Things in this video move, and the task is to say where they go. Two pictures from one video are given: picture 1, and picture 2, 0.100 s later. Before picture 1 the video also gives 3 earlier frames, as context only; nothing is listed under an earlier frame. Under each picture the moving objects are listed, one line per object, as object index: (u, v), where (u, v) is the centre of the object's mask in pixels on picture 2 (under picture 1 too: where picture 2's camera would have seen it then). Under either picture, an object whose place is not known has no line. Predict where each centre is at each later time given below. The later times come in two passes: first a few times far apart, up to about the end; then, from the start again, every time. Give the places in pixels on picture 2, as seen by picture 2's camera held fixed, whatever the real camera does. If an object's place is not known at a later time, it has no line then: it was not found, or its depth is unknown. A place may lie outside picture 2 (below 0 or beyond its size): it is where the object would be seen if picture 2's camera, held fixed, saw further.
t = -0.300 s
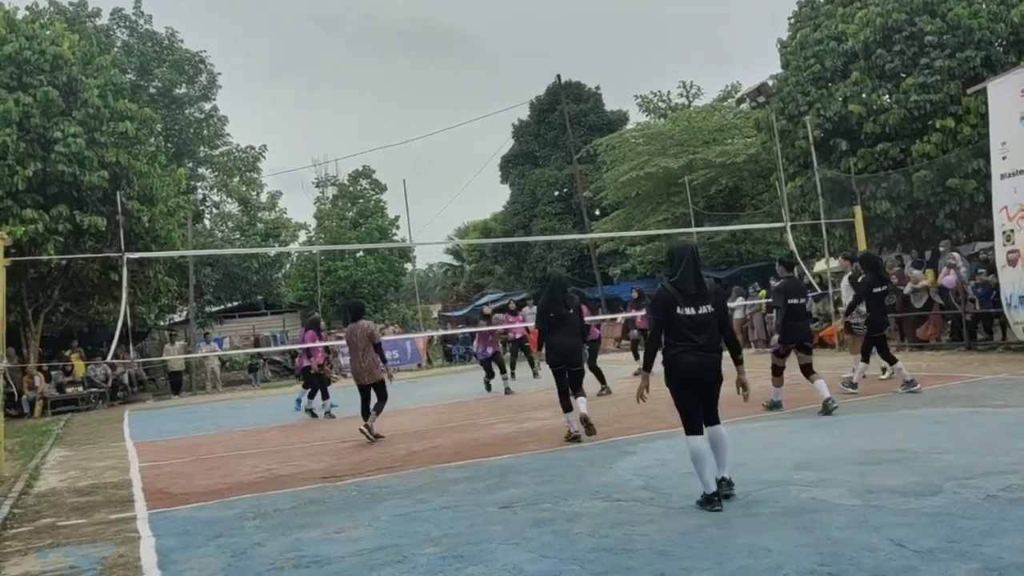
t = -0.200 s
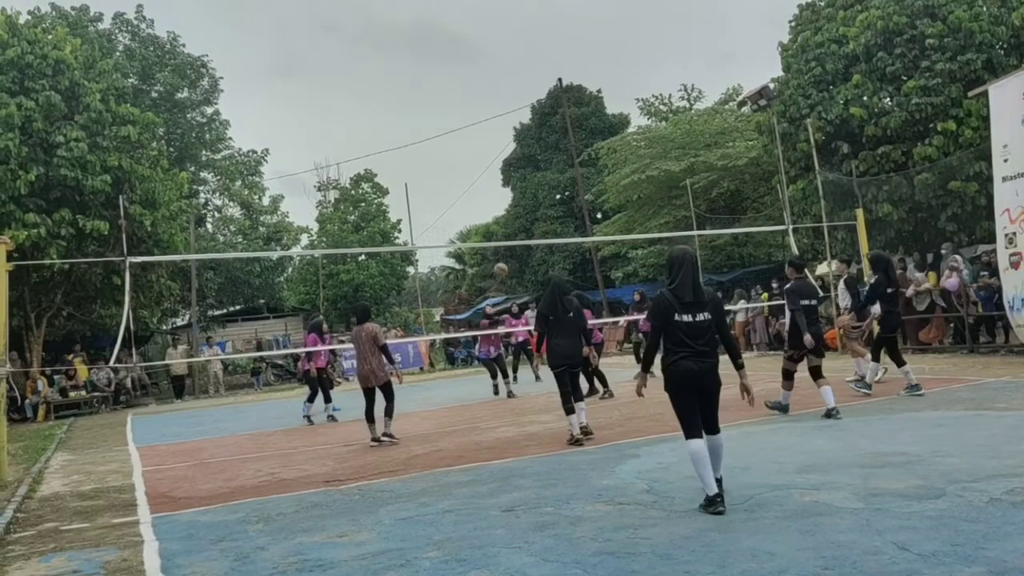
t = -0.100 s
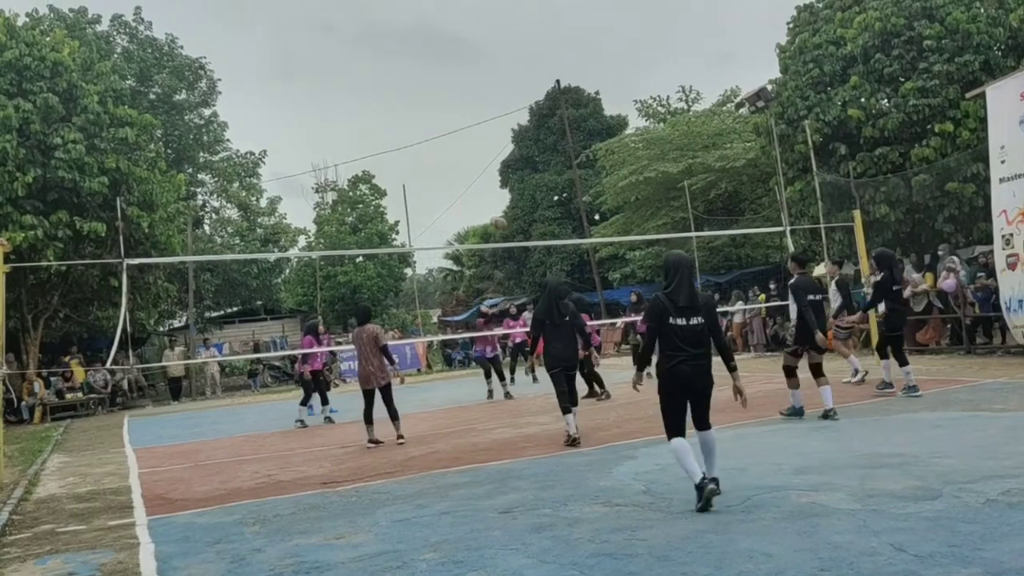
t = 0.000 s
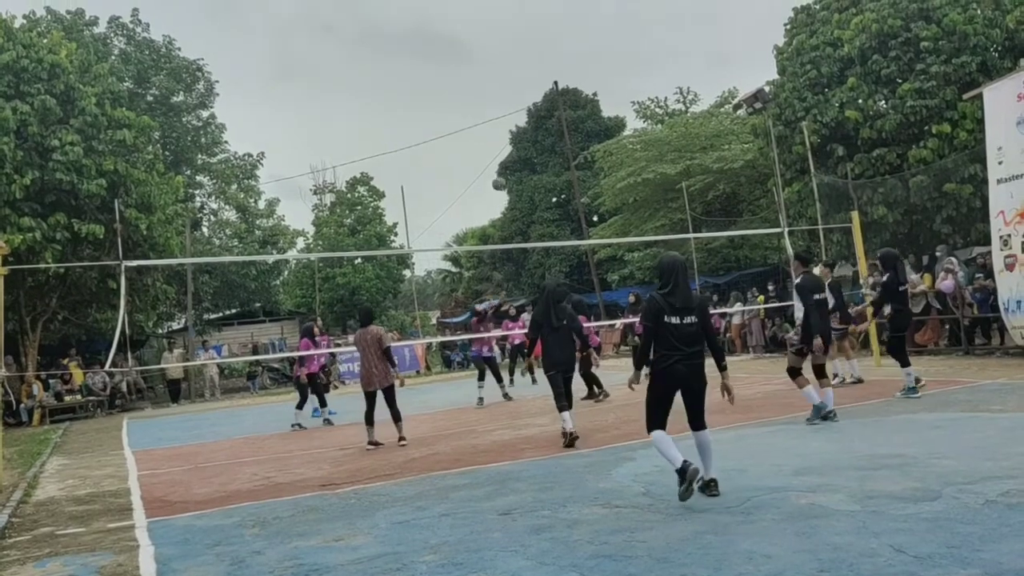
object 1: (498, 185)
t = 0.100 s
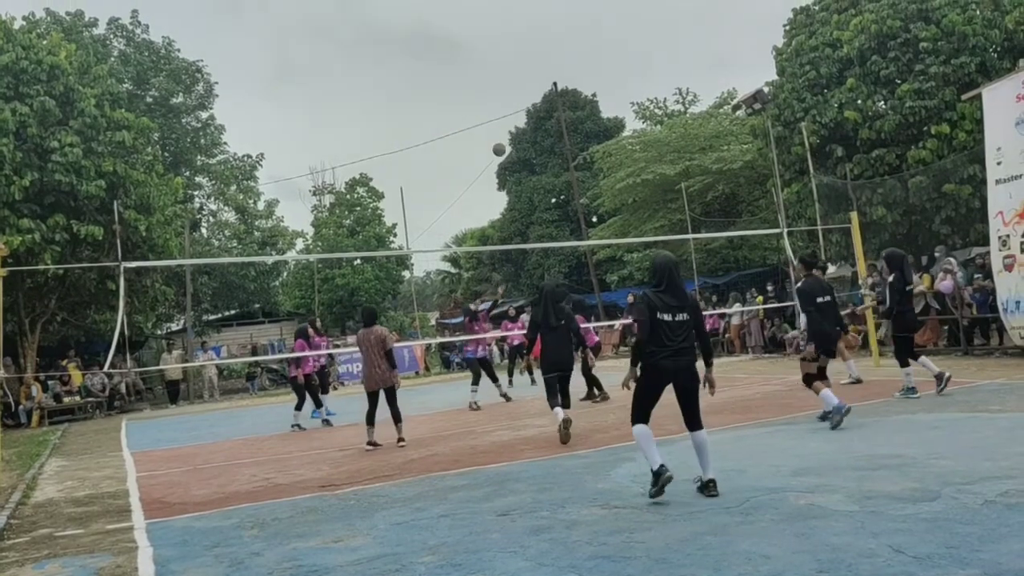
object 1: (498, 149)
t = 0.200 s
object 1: (501, 120)
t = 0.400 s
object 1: (507, 80)
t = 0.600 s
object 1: (515, 65)
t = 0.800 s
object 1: (526, 74)
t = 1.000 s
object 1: (540, 108)
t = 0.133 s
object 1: (499, 139)
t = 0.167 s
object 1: (500, 129)
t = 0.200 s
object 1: (501, 120)
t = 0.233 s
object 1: (502, 112)
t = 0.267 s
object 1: (503, 104)
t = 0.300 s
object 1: (504, 97)
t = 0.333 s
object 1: (505, 91)
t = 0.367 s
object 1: (506, 85)
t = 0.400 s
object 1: (507, 80)
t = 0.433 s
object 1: (508, 76)
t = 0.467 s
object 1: (510, 73)
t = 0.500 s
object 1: (511, 69)
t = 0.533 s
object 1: (512, 67)
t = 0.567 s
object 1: (513, 66)
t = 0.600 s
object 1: (515, 65)
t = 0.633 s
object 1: (517, 64)
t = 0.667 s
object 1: (518, 65)
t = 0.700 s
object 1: (520, 66)
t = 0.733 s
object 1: (522, 68)
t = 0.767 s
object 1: (524, 70)
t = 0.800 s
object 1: (526, 74)
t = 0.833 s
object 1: (528, 78)
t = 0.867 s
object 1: (530, 82)
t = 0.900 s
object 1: (532, 87)
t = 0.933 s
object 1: (535, 94)
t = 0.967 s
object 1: (537, 100)
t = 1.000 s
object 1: (540, 108)
